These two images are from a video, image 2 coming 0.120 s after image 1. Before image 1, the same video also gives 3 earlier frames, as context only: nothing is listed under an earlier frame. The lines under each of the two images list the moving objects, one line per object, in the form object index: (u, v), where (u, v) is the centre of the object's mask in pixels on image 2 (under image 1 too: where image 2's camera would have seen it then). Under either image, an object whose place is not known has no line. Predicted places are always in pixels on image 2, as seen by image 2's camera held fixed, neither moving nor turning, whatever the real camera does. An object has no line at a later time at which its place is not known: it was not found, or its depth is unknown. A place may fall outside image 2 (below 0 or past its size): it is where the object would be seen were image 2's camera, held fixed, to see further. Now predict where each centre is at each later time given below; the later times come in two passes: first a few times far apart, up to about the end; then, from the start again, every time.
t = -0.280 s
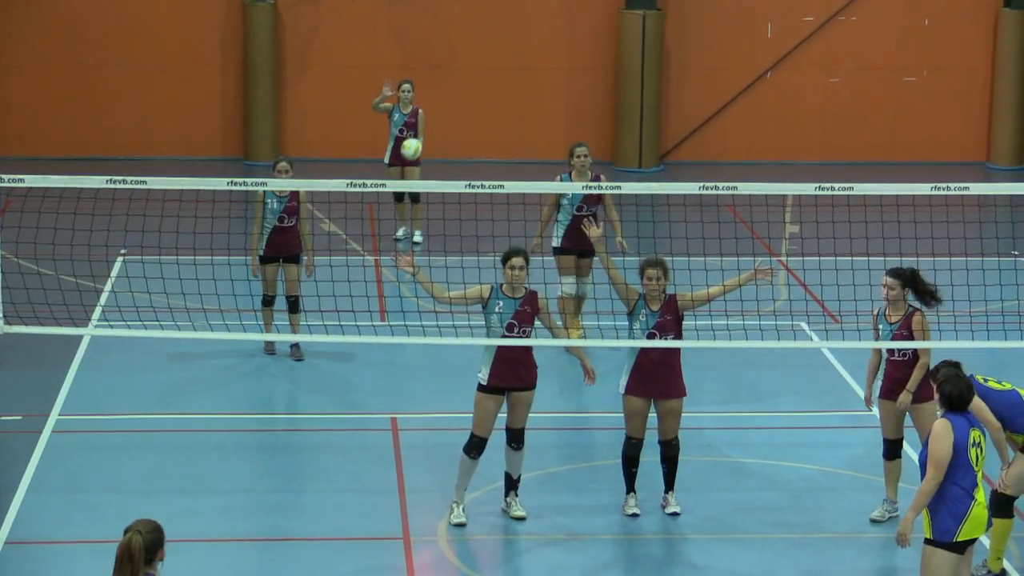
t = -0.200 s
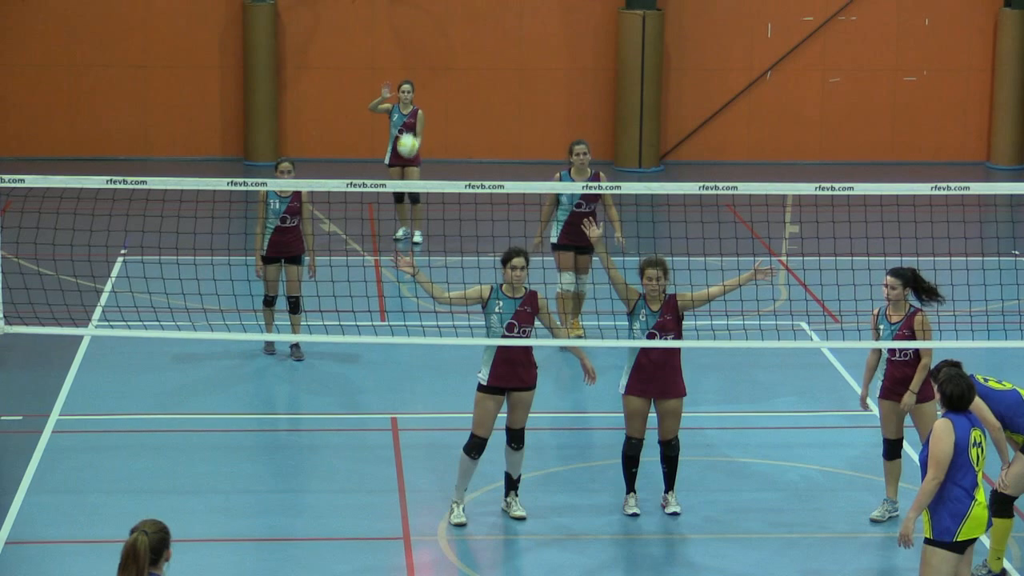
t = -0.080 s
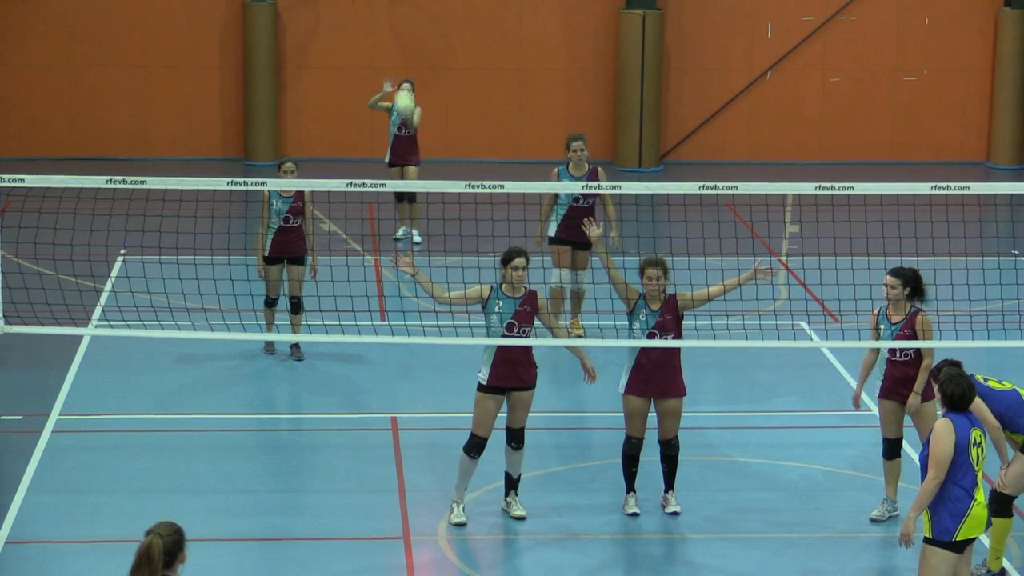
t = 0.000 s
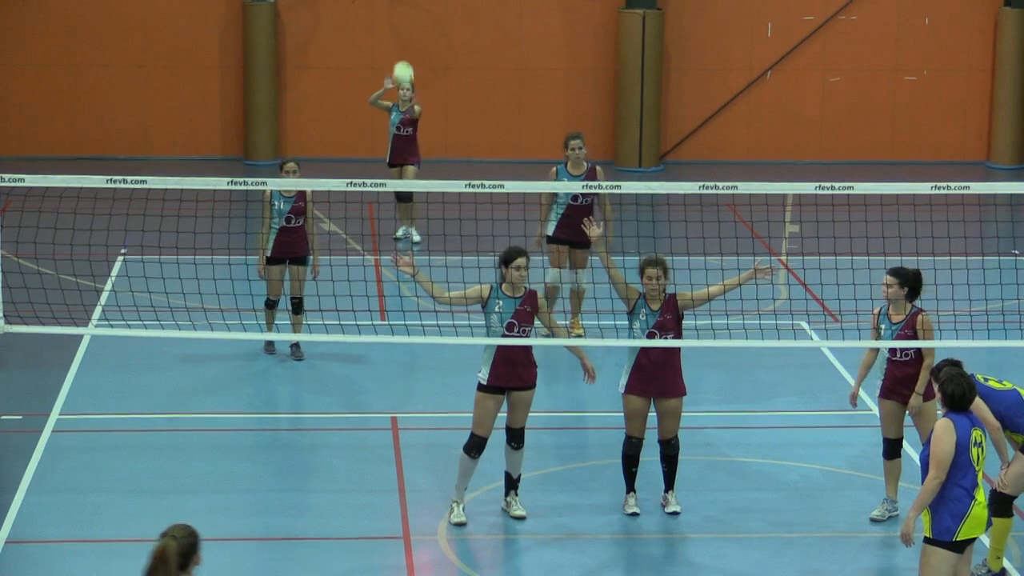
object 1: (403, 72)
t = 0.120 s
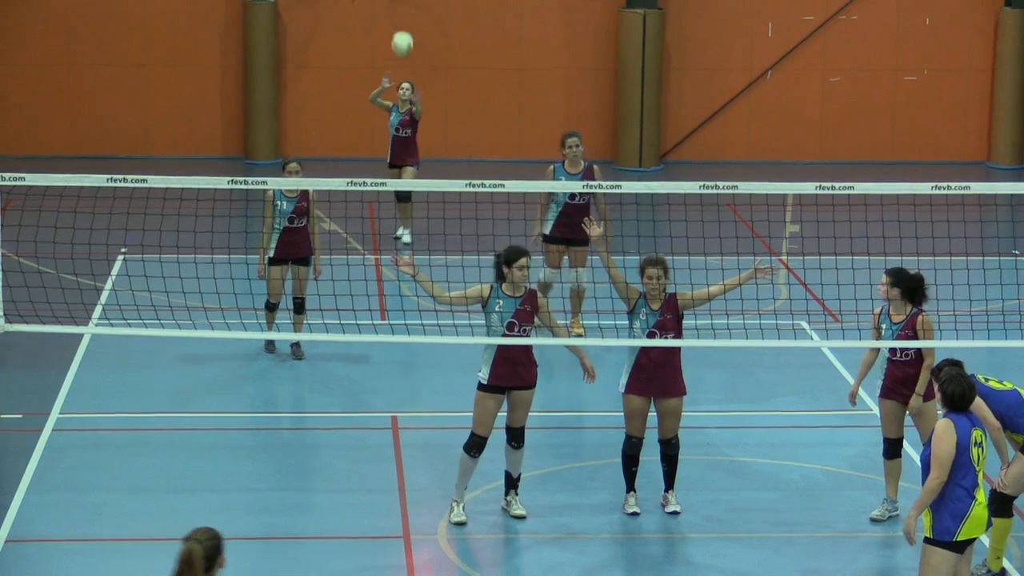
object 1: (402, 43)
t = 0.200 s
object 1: (402, 30)
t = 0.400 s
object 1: (400, 25)
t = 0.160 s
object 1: (402, 36)
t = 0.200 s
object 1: (402, 30)
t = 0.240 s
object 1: (401, 26)
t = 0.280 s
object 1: (401, 23)
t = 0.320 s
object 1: (401, 23)
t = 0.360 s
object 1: (400, 23)
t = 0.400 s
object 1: (400, 25)
